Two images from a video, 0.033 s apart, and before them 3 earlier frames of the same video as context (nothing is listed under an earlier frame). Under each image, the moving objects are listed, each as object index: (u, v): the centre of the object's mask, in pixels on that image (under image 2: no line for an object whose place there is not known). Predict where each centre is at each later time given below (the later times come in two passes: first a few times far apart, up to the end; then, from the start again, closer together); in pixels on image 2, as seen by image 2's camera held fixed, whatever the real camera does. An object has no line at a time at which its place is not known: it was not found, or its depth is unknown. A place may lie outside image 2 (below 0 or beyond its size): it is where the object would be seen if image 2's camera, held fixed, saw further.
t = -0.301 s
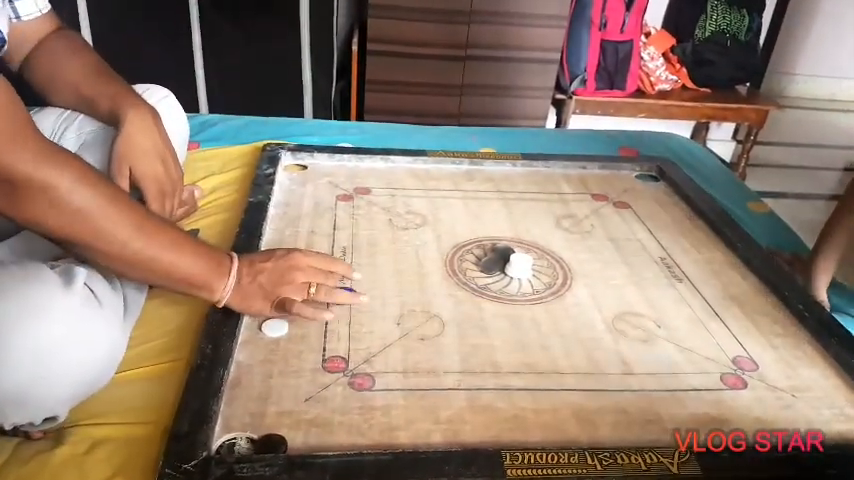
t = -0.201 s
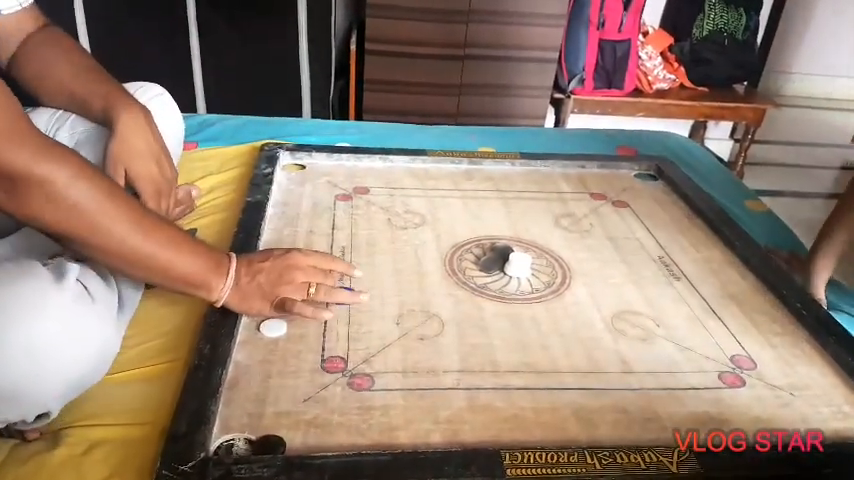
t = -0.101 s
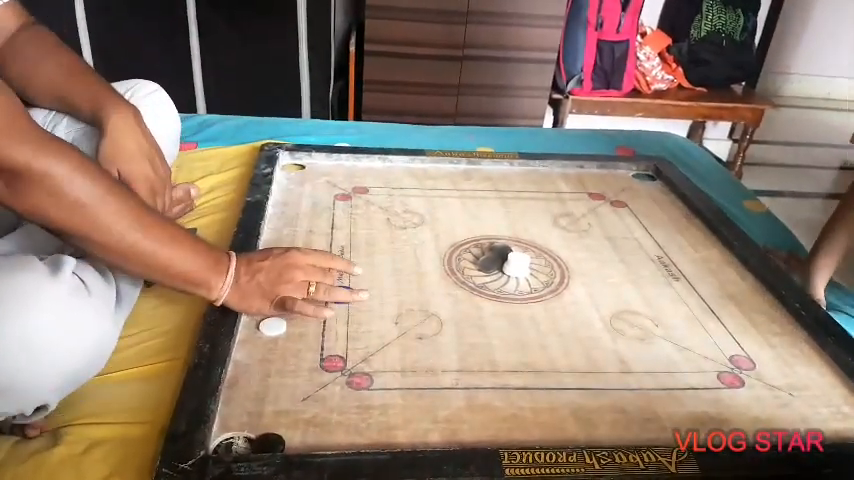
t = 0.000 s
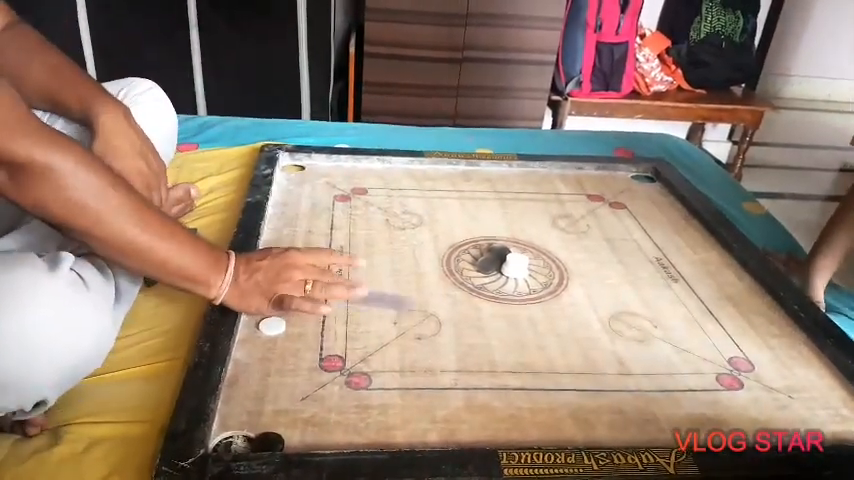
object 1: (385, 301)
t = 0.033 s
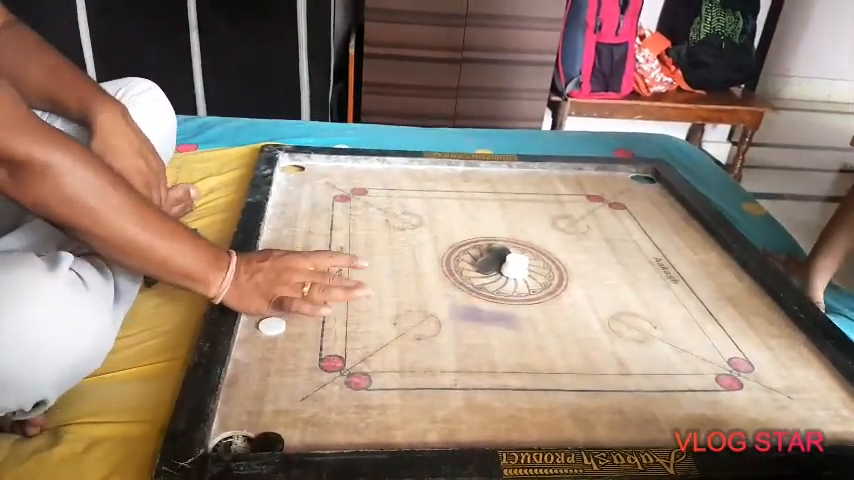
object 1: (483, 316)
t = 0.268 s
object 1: (553, 434)
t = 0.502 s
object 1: (334, 366)
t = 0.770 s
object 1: (535, 294)
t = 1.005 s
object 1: (613, 261)
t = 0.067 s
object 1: (594, 333)
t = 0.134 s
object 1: (806, 363)
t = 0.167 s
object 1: (753, 381)
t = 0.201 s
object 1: (692, 399)
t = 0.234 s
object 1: (628, 418)
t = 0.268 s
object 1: (553, 434)
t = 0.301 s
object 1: (475, 437)
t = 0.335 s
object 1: (410, 428)
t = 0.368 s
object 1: (343, 416)
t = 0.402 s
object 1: (279, 406)
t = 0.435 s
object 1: (257, 394)
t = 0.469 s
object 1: (298, 379)
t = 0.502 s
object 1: (334, 366)
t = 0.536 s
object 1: (367, 354)
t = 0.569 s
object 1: (397, 343)
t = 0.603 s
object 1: (423, 334)
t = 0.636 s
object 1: (449, 325)
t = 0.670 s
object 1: (472, 316)
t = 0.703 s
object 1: (494, 308)
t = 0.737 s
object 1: (515, 301)
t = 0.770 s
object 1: (535, 294)
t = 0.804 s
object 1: (551, 288)
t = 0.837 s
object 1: (564, 282)
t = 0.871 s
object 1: (578, 277)
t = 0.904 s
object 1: (588, 273)
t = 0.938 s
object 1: (598, 269)
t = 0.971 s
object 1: (606, 265)
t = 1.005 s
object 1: (613, 261)
